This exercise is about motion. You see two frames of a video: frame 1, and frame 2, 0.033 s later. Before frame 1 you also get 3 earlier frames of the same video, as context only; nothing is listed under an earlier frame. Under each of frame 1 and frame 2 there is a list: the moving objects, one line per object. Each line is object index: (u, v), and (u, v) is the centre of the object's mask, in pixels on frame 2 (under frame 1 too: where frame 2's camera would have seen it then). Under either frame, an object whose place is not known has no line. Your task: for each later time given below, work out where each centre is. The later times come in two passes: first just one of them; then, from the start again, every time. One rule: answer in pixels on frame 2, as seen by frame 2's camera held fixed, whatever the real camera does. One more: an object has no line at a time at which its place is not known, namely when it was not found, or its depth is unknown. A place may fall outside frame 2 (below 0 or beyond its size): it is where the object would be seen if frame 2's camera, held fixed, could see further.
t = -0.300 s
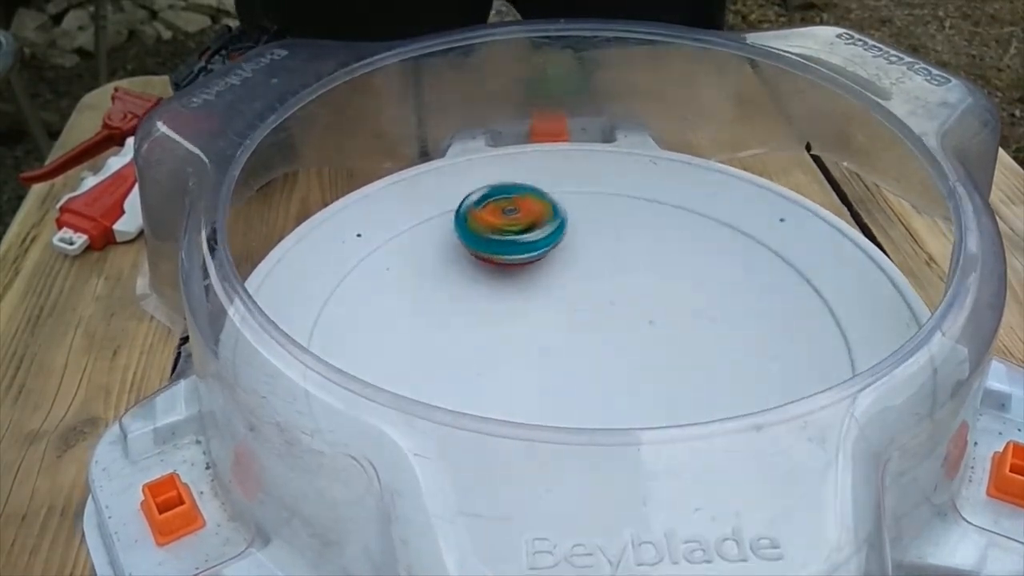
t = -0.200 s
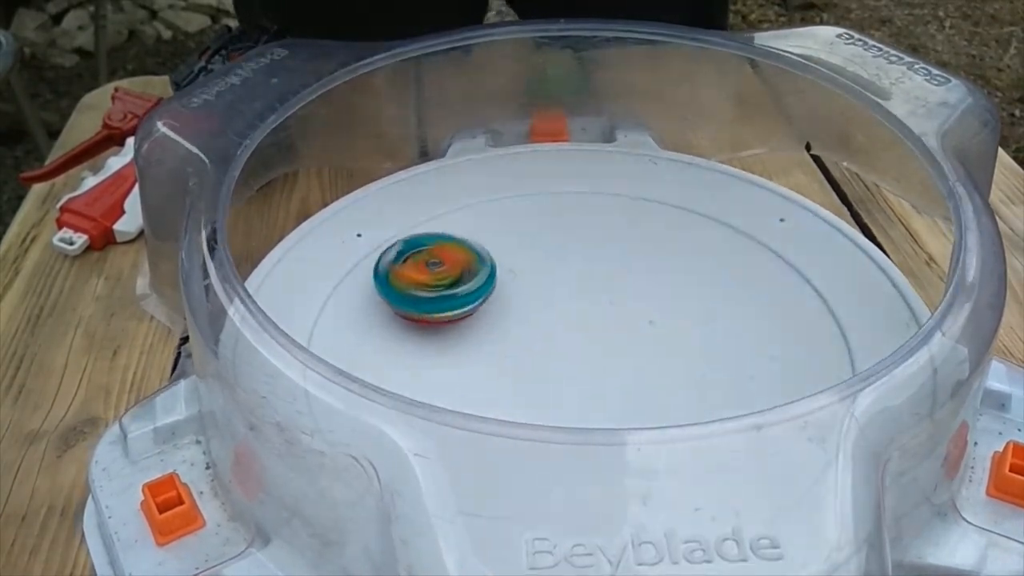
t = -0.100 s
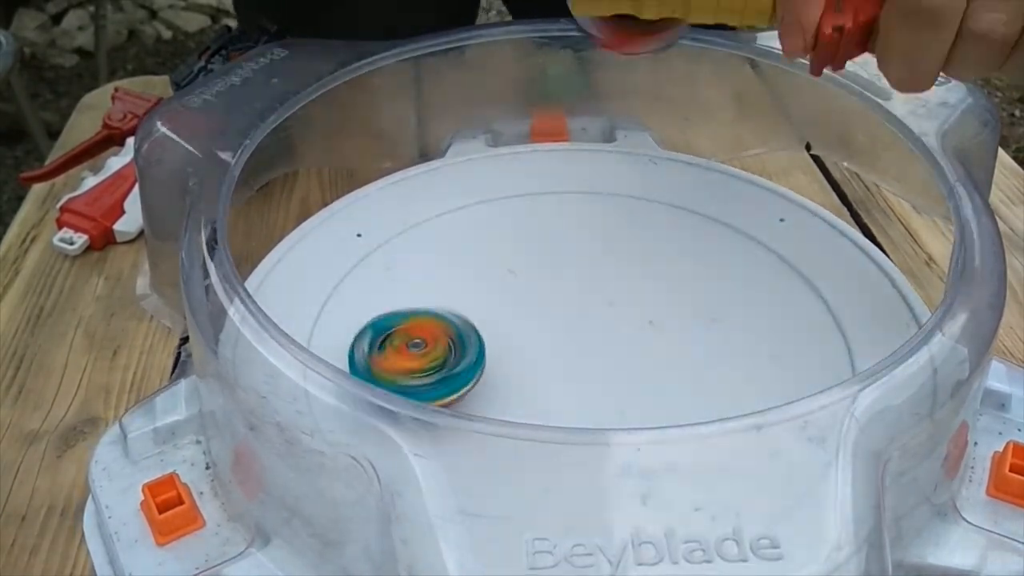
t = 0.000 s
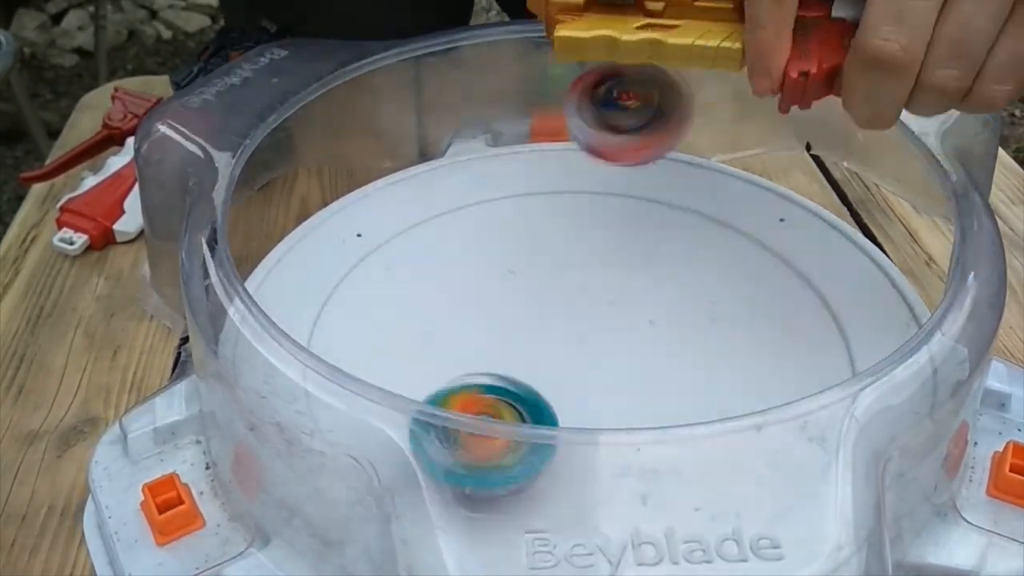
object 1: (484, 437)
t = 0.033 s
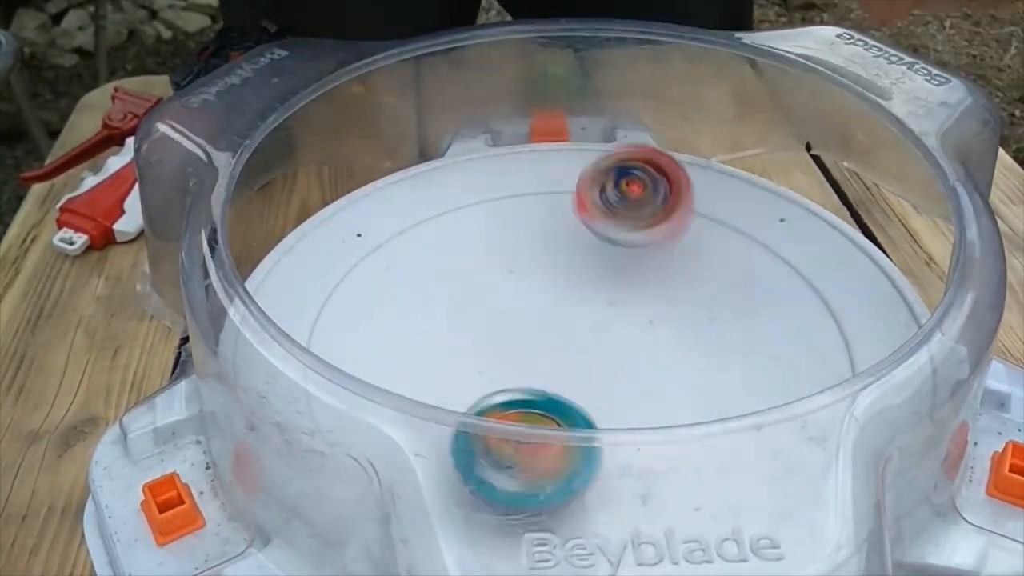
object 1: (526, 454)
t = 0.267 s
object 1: (774, 366)
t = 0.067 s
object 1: (573, 458)
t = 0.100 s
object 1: (623, 458)
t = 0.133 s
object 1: (669, 455)
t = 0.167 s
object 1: (710, 443)
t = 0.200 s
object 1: (740, 416)
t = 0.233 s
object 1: (763, 393)
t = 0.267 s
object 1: (774, 366)
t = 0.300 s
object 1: (783, 351)
